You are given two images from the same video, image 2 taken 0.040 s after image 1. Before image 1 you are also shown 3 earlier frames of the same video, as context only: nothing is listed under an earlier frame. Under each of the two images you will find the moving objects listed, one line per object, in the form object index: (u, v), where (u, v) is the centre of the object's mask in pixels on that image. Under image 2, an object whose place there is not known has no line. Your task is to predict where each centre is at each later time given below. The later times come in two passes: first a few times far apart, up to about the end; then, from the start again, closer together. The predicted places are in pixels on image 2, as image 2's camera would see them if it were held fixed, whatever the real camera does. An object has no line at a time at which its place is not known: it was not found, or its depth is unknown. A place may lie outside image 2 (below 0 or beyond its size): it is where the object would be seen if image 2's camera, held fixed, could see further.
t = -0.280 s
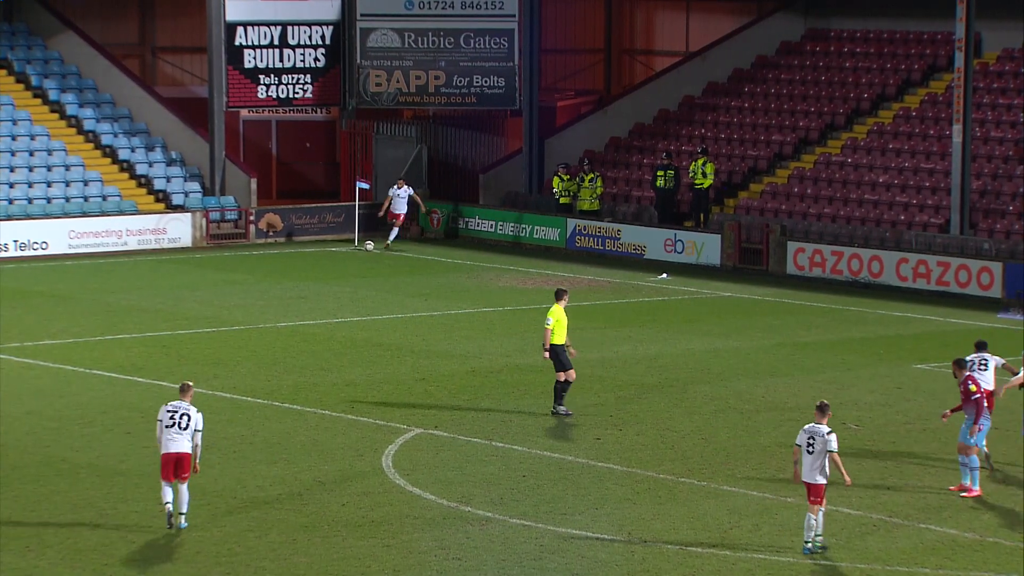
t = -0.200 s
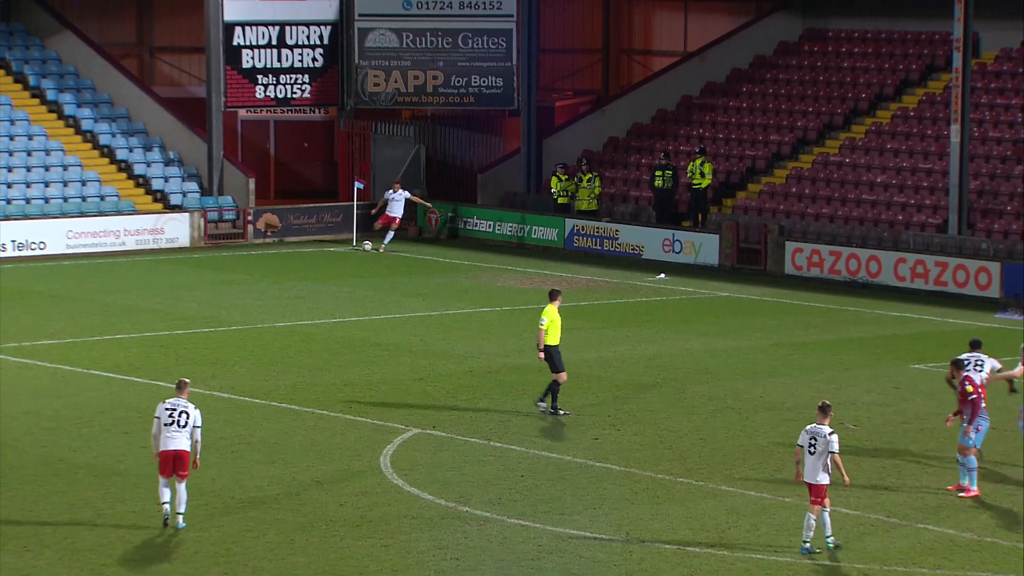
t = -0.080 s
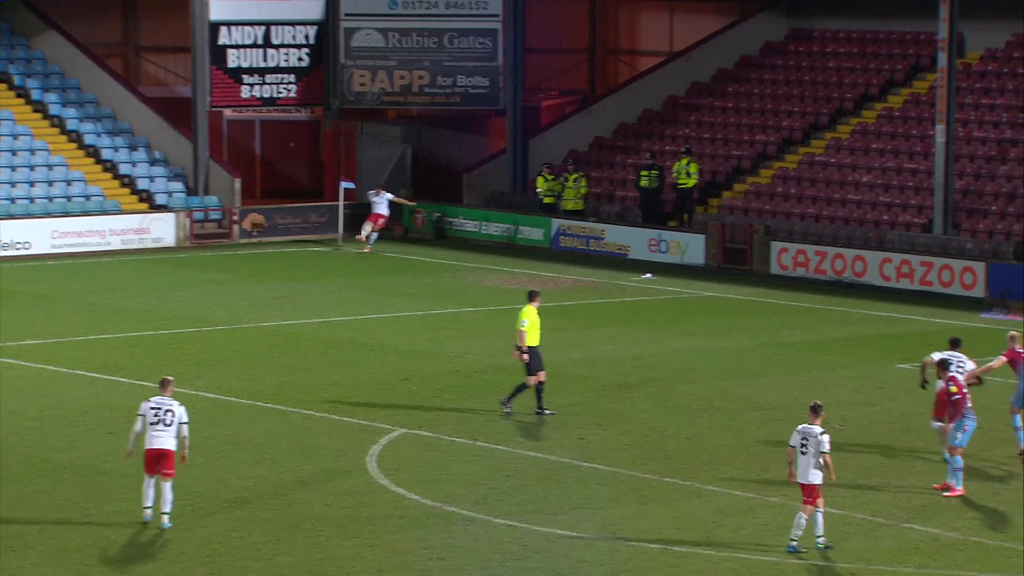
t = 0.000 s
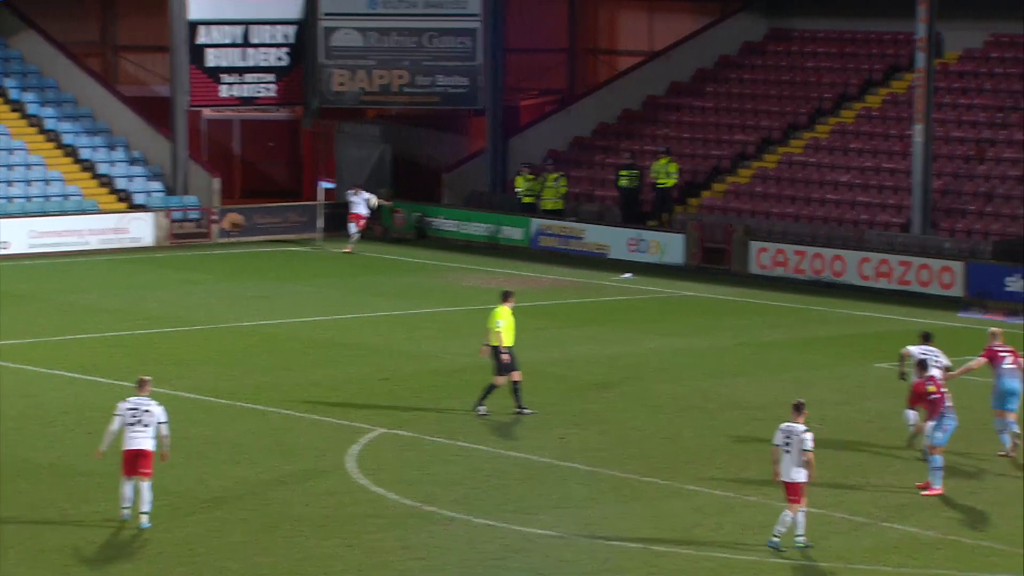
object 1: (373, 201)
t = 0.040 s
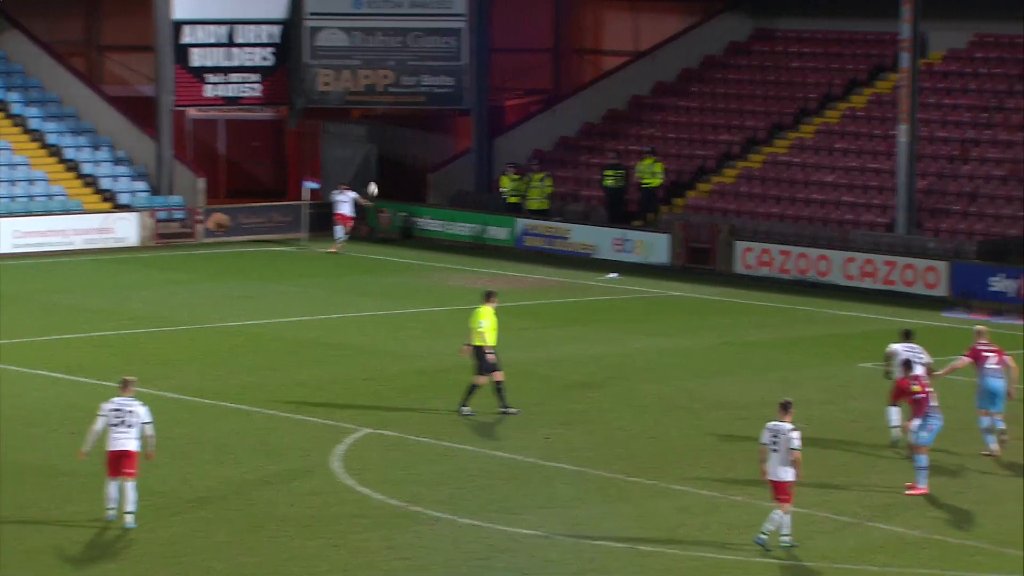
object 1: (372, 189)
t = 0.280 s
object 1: (477, 128)
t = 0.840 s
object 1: (806, 100)
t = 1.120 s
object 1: (1018, 150)
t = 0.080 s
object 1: (387, 177)
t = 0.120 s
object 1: (404, 165)
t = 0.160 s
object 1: (422, 154)
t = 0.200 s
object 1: (439, 144)
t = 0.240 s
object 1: (457, 136)
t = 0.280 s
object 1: (477, 128)
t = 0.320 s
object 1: (497, 120)
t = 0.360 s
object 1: (518, 113)
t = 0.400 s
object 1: (539, 108)
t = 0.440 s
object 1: (560, 103)
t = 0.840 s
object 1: (806, 100)
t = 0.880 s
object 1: (832, 103)
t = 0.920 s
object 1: (861, 109)
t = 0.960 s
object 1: (891, 115)
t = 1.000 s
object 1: (922, 122)
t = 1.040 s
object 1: (953, 130)
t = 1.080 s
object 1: (985, 139)
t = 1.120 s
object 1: (1018, 150)
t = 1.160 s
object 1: (1051, 162)
